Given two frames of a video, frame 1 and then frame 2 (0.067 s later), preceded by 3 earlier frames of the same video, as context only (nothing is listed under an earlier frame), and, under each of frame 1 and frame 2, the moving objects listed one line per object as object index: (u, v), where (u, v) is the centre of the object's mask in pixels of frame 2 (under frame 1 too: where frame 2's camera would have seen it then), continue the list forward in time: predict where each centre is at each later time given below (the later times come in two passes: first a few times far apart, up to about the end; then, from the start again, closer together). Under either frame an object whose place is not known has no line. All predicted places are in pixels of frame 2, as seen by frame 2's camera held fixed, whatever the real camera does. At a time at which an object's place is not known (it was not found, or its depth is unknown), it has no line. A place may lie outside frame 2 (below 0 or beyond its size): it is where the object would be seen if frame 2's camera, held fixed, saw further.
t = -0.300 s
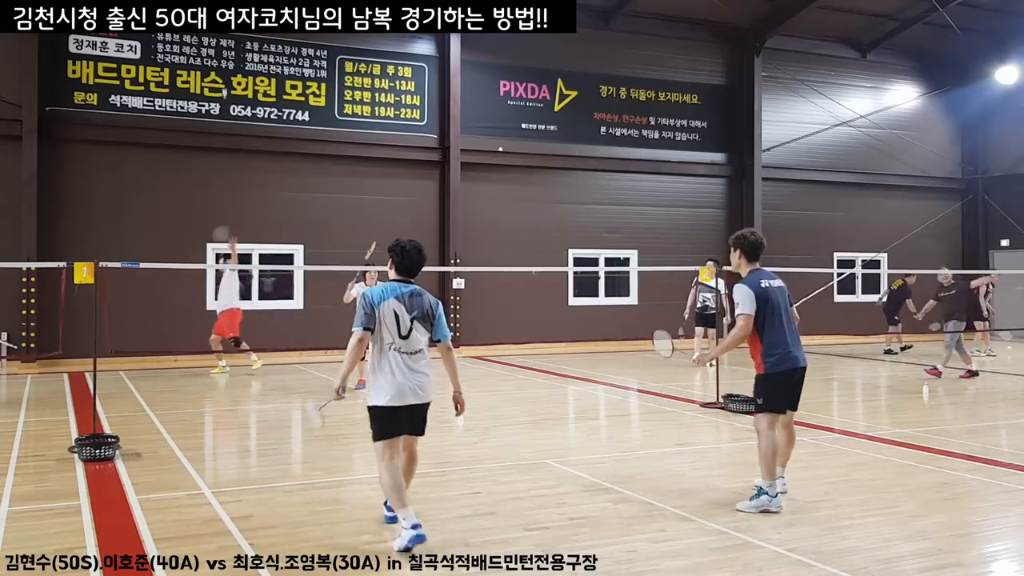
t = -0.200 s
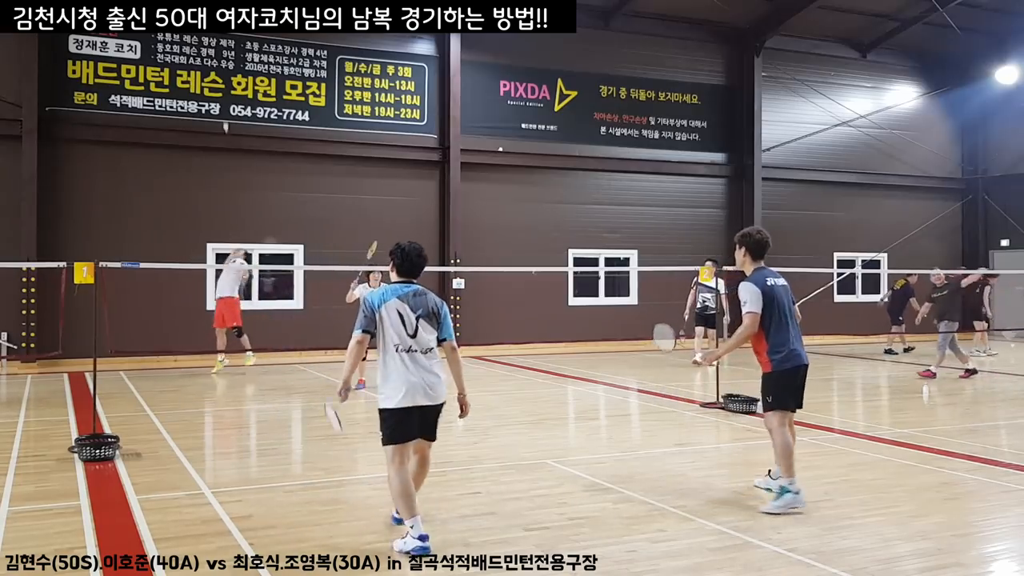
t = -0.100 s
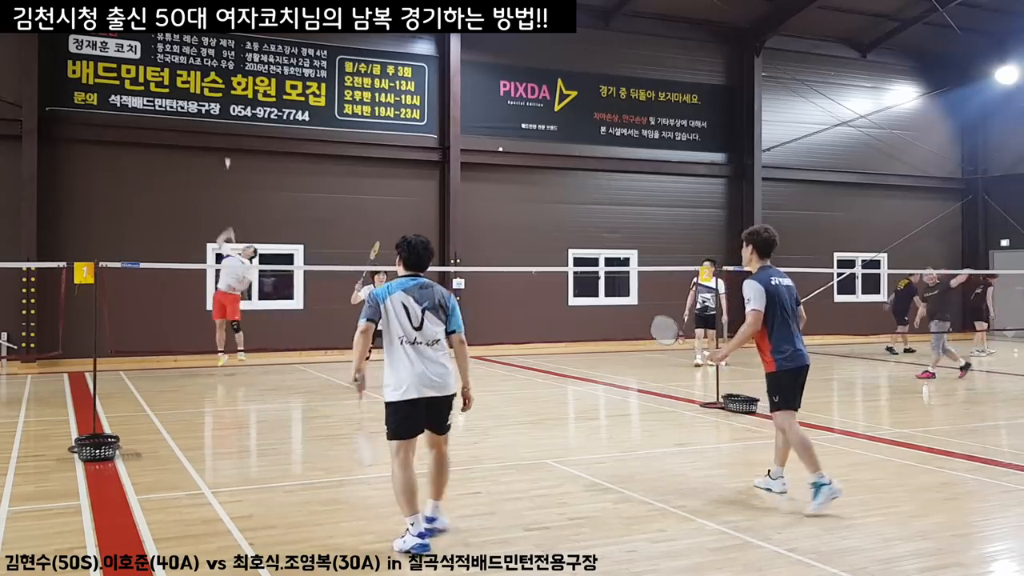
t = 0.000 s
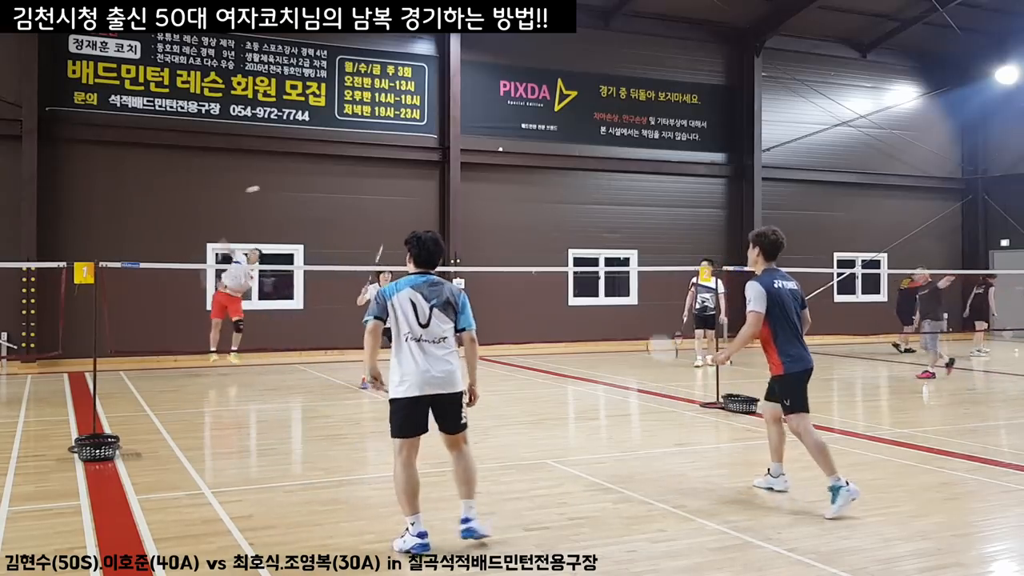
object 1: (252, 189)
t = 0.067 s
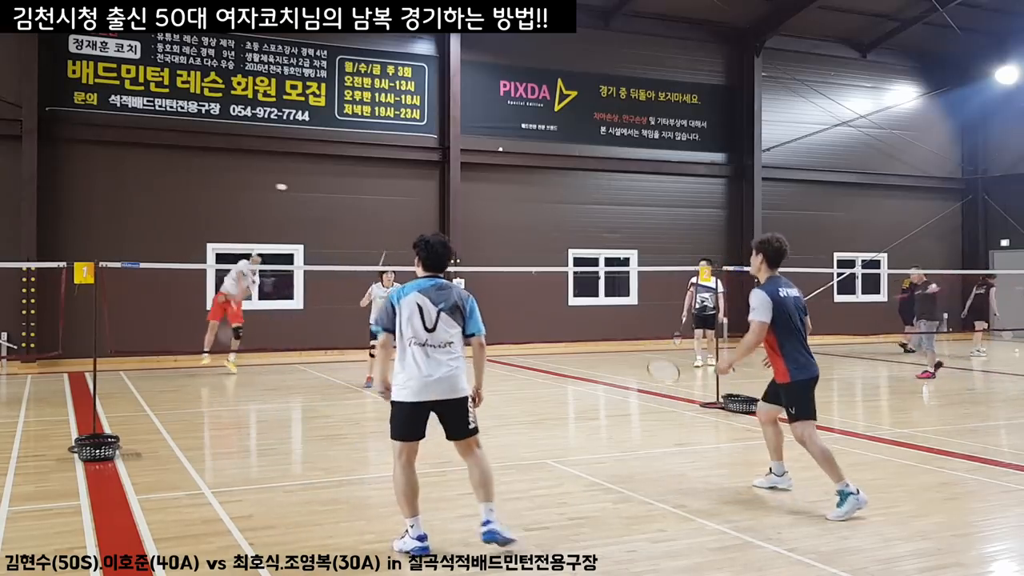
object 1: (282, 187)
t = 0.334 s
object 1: (373, 221)
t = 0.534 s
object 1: (431, 289)
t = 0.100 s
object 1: (295, 189)
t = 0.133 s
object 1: (307, 192)
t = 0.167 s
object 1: (319, 194)
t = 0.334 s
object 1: (373, 221)
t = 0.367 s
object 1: (384, 229)
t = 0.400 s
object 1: (394, 239)
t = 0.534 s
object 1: (431, 289)
